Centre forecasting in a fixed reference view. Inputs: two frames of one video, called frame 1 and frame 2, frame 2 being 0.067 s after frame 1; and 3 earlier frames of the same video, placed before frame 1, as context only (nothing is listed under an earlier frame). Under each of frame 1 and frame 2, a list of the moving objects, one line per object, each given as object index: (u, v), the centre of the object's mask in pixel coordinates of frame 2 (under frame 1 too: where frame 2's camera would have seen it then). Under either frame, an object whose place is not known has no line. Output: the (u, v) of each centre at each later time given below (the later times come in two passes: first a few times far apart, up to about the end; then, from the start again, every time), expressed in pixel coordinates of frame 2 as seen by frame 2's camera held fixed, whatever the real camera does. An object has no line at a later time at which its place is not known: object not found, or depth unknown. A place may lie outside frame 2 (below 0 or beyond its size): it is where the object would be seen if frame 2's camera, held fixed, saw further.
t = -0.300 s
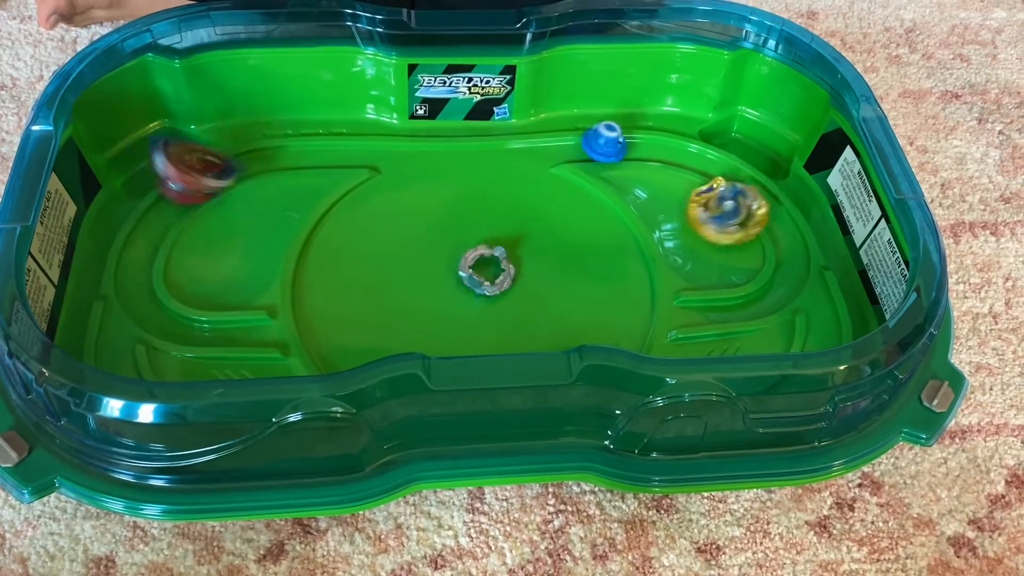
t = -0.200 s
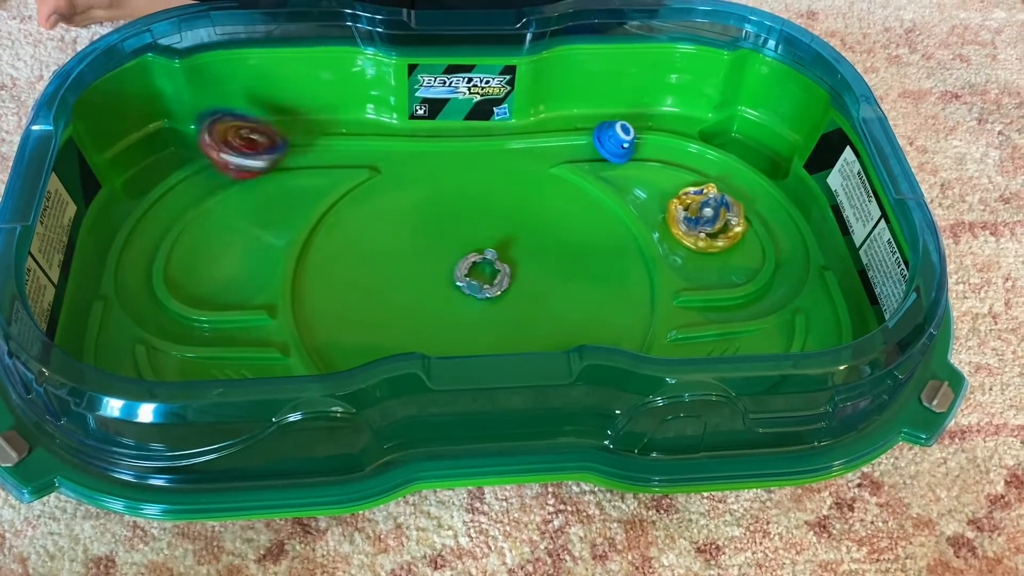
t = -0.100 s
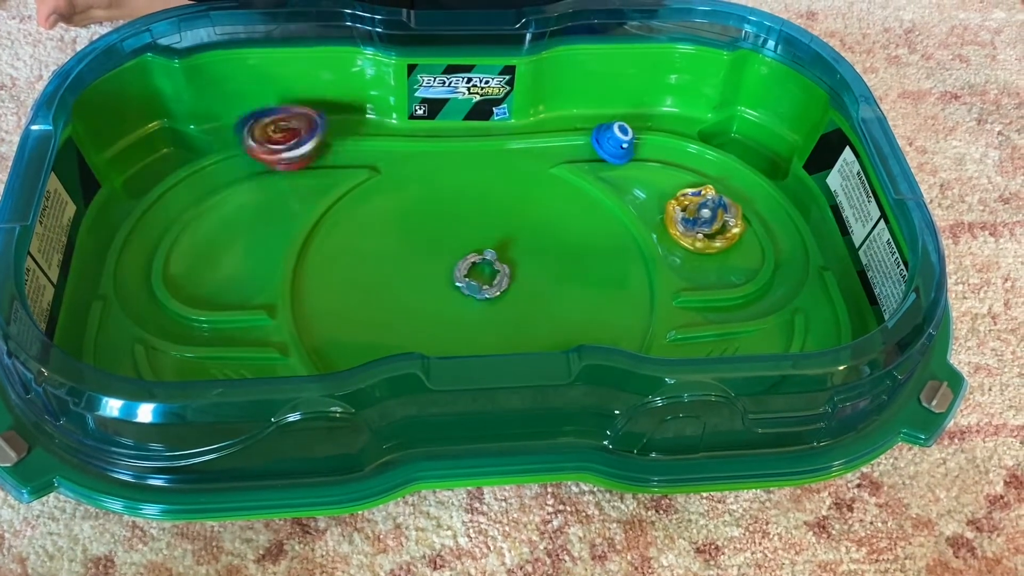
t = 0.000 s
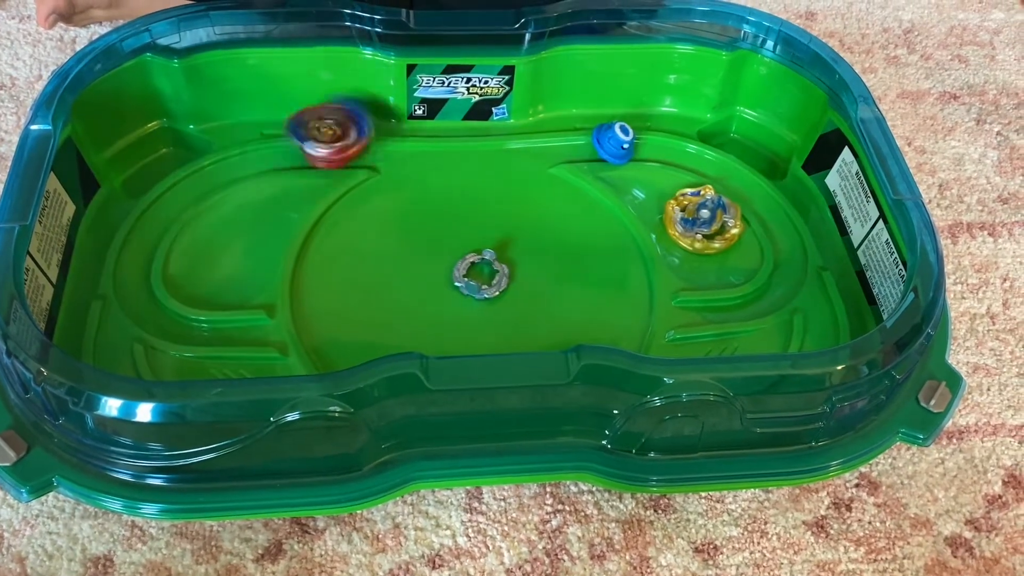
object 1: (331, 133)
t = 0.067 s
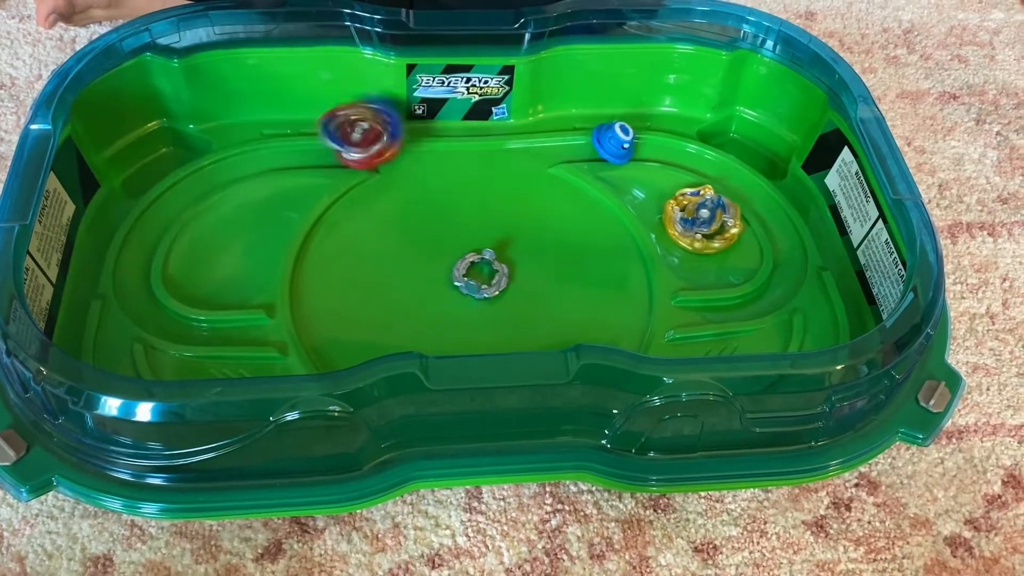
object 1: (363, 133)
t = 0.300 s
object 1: (407, 172)
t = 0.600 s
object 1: (420, 310)
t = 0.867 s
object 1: (393, 329)
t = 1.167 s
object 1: (449, 263)
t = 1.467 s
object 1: (435, 250)
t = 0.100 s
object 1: (373, 133)
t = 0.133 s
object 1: (388, 136)
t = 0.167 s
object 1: (392, 142)
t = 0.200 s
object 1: (397, 147)
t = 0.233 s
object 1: (398, 153)
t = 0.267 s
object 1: (405, 161)
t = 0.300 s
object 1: (407, 172)
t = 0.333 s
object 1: (411, 186)
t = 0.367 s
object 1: (412, 201)
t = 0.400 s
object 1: (420, 214)
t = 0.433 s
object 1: (420, 234)
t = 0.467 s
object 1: (427, 248)
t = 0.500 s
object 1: (422, 267)
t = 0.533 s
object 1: (425, 279)
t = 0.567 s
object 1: (419, 298)
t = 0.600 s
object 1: (420, 310)
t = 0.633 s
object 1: (414, 323)
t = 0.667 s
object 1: (412, 327)
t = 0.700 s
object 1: (408, 333)
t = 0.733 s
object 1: (399, 336)
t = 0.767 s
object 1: (402, 336)
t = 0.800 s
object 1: (393, 335)
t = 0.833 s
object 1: (395, 333)
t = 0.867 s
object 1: (393, 329)
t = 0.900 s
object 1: (396, 322)
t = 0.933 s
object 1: (403, 320)
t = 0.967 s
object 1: (405, 313)
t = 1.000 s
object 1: (416, 304)
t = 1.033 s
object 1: (424, 300)
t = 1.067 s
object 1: (432, 288)
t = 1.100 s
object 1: (445, 279)
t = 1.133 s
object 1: (446, 271)
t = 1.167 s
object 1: (449, 263)
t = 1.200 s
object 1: (455, 258)
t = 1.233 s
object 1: (455, 256)
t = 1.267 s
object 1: (450, 252)
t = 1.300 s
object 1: (449, 248)
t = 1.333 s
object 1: (449, 247)
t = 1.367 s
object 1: (445, 250)
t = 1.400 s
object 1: (440, 250)
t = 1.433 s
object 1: (435, 248)
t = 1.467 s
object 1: (435, 250)
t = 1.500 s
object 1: (438, 254)
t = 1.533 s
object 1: (440, 258)
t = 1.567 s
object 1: (435, 259)
